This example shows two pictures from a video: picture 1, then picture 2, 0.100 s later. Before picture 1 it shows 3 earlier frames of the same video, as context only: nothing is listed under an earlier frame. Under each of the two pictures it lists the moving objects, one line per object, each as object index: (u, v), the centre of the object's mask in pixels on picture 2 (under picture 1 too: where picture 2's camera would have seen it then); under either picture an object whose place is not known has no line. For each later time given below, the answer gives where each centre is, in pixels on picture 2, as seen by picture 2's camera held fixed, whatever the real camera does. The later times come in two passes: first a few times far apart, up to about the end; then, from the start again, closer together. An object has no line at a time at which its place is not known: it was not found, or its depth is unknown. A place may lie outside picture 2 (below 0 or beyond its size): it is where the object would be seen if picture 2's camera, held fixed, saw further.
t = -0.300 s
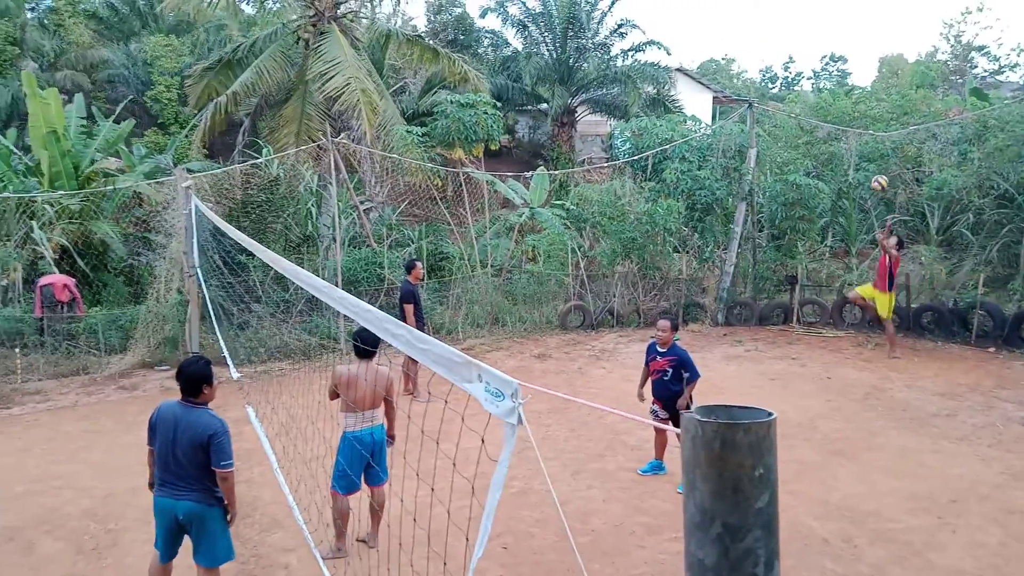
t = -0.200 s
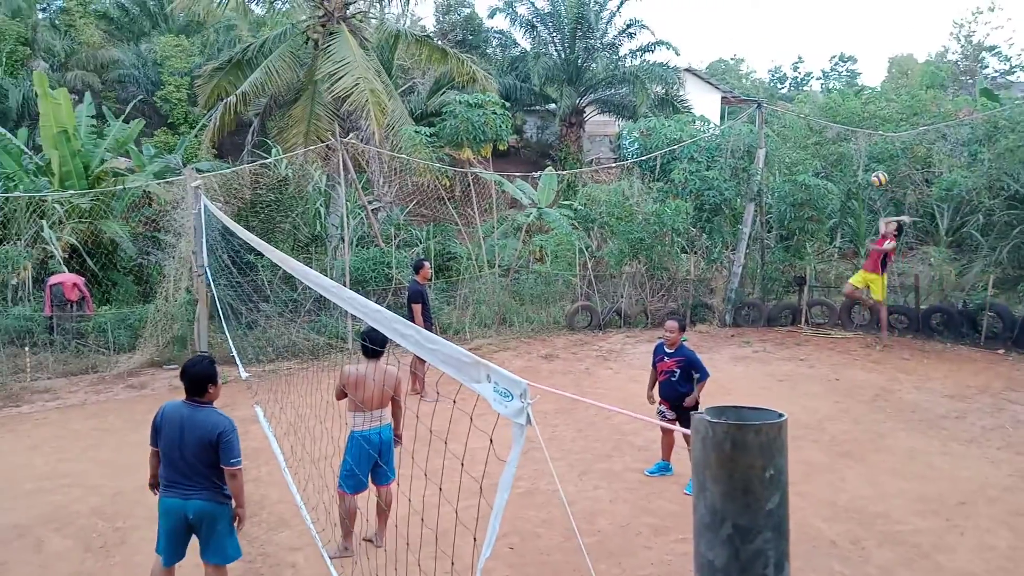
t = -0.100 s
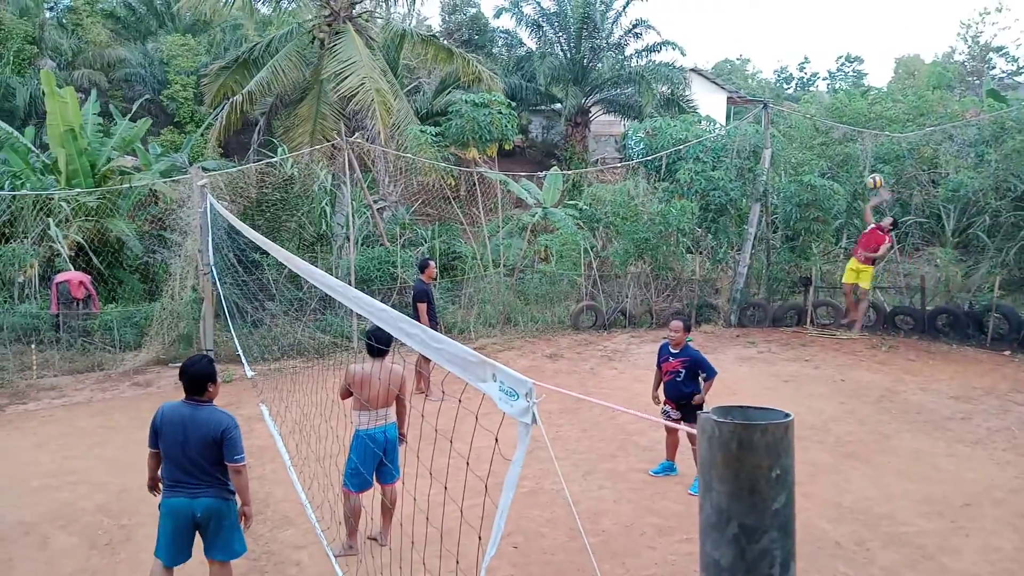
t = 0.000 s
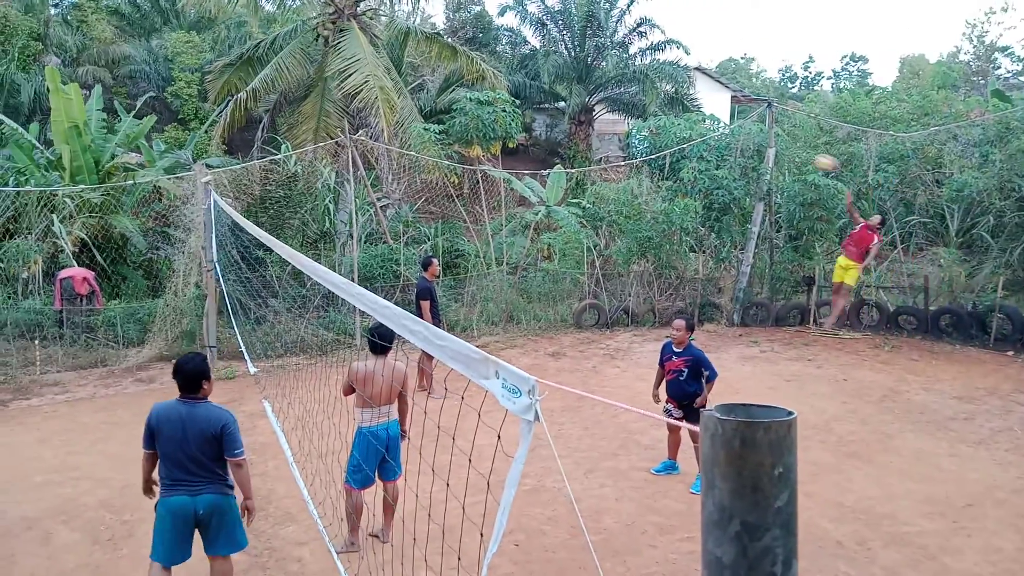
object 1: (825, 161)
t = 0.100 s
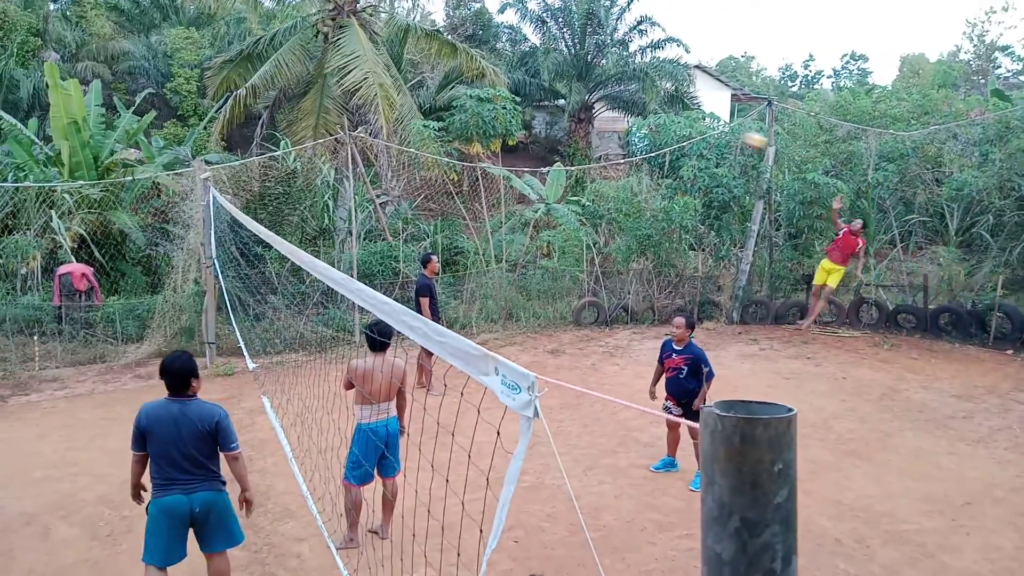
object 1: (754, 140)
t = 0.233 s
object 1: (647, 119)
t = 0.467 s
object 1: (401, 110)
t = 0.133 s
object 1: (731, 135)
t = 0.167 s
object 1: (701, 129)
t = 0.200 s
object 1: (674, 123)
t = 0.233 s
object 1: (647, 119)
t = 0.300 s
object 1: (583, 113)
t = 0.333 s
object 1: (552, 110)
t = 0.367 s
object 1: (518, 109)
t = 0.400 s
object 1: (480, 108)
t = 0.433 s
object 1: (442, 108)
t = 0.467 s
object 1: (401, 110)
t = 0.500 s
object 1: (359, 112)
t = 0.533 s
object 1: (317, 116)
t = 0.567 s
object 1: (270, 122)
